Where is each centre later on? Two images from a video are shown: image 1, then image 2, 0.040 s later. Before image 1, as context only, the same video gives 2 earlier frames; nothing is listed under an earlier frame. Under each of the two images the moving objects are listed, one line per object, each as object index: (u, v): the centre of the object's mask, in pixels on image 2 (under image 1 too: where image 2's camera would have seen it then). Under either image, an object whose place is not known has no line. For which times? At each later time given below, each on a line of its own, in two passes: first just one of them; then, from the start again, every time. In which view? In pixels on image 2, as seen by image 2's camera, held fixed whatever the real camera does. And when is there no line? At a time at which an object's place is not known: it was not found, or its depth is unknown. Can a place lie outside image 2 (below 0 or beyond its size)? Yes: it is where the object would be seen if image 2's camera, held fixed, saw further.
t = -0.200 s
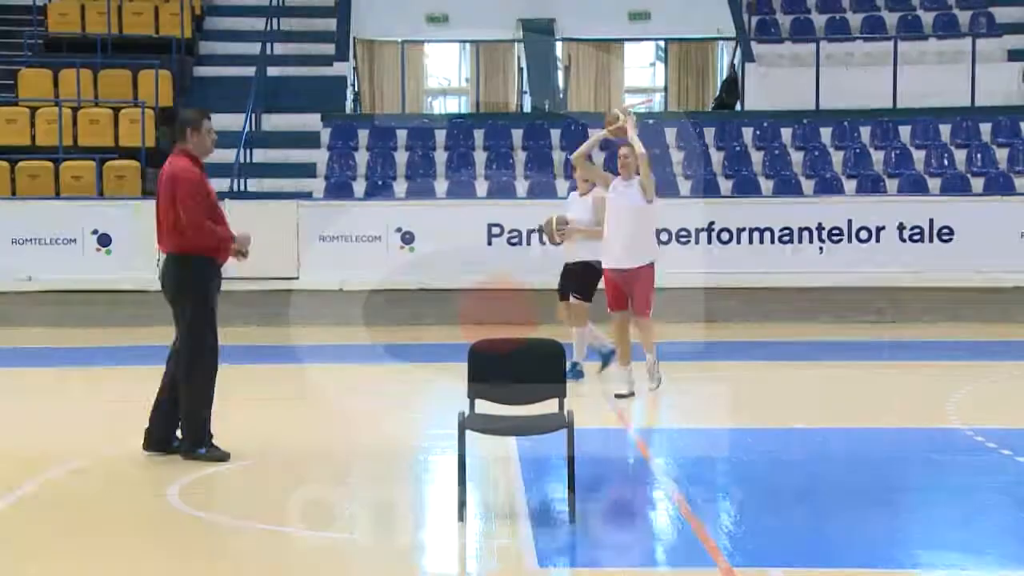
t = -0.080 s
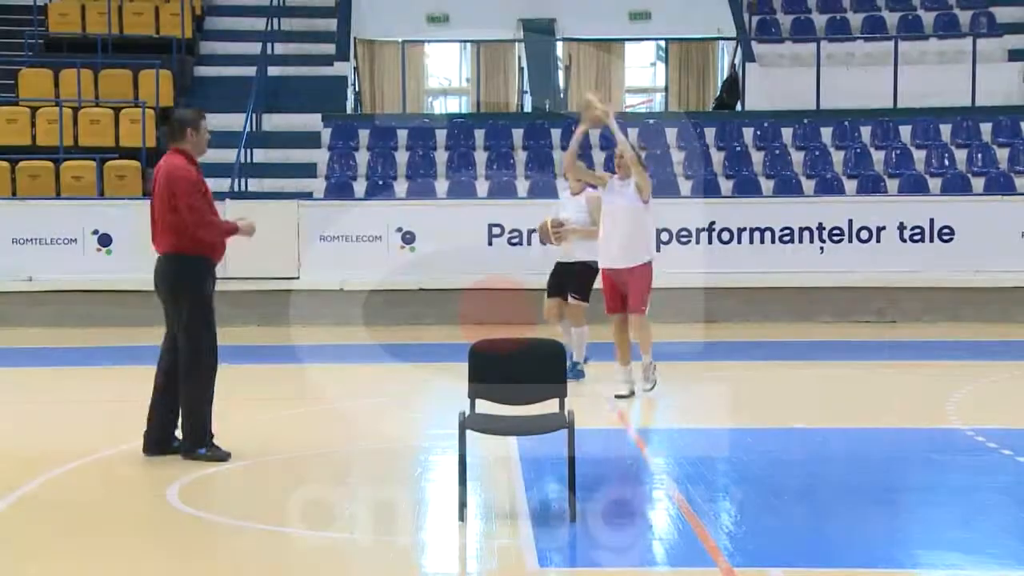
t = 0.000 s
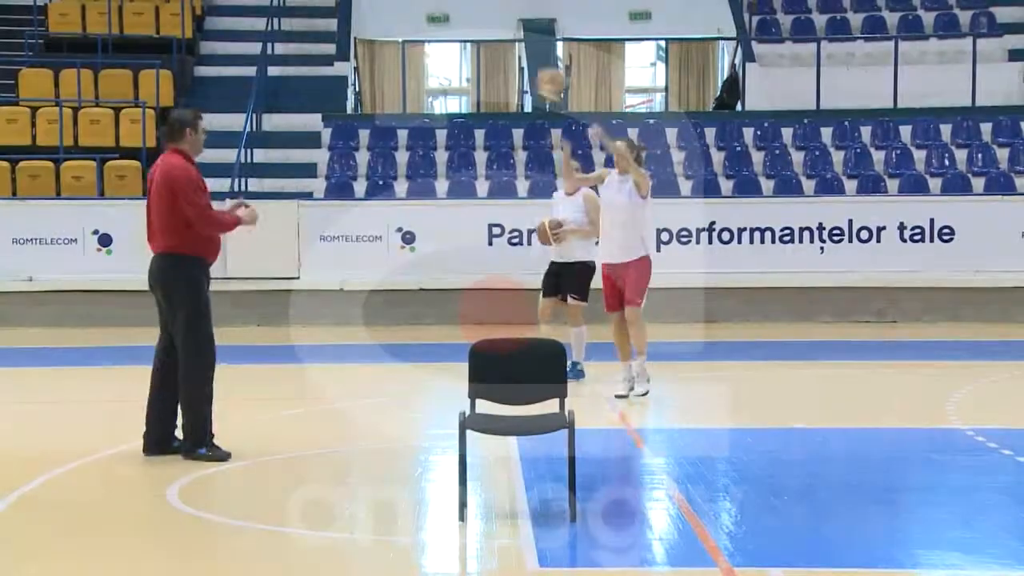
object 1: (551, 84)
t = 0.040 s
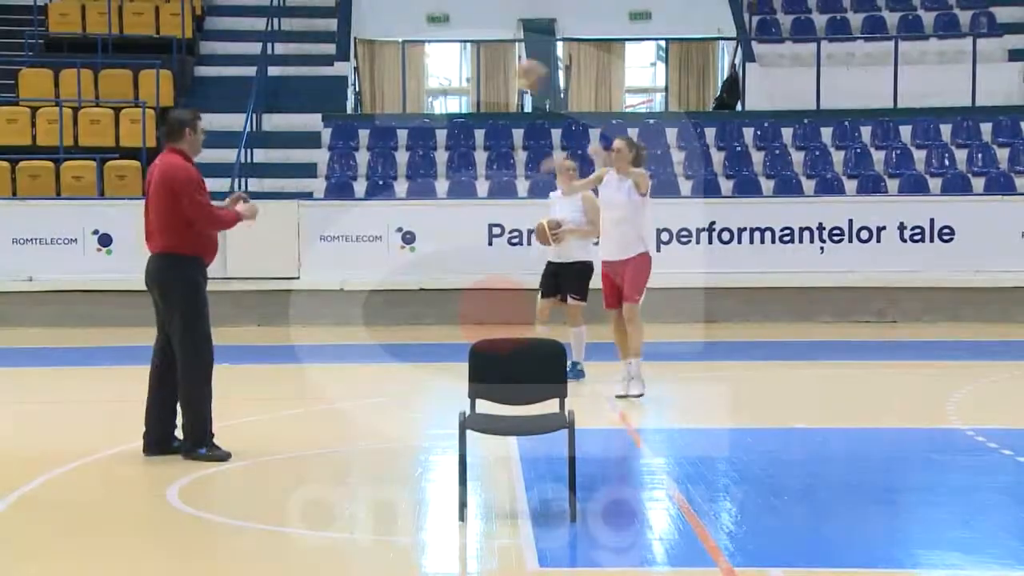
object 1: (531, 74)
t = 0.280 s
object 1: (373, 65)
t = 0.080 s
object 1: (501, 66)
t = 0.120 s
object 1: (482, 60)
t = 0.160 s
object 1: (455, 62)
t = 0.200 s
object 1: (424, 60)
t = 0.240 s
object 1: (400, 62)
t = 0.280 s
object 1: (373, 65)
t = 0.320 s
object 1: (346, 75)
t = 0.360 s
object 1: (318, 86)
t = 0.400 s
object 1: (289, 97)
